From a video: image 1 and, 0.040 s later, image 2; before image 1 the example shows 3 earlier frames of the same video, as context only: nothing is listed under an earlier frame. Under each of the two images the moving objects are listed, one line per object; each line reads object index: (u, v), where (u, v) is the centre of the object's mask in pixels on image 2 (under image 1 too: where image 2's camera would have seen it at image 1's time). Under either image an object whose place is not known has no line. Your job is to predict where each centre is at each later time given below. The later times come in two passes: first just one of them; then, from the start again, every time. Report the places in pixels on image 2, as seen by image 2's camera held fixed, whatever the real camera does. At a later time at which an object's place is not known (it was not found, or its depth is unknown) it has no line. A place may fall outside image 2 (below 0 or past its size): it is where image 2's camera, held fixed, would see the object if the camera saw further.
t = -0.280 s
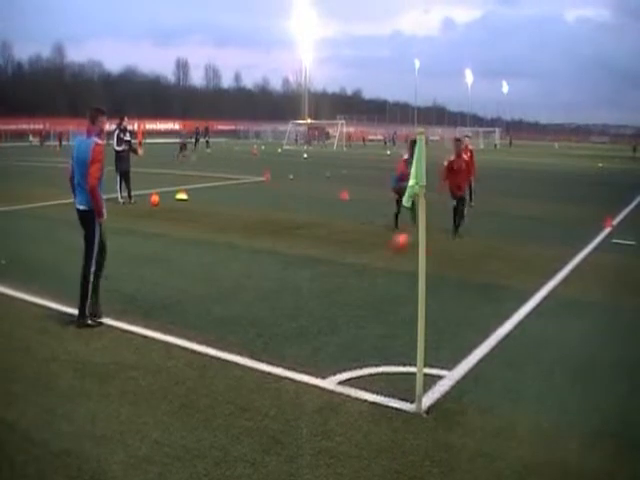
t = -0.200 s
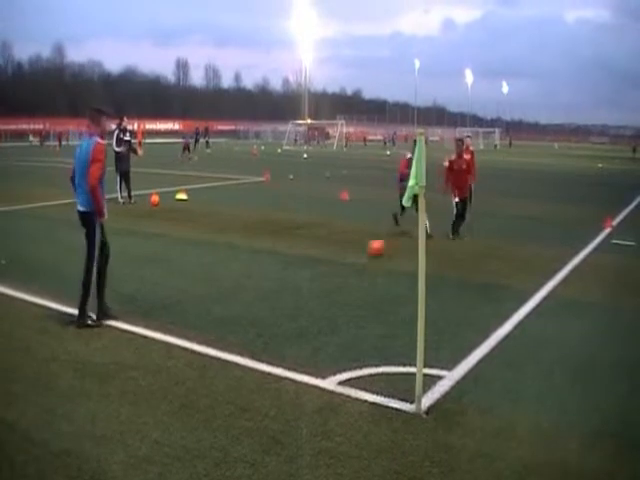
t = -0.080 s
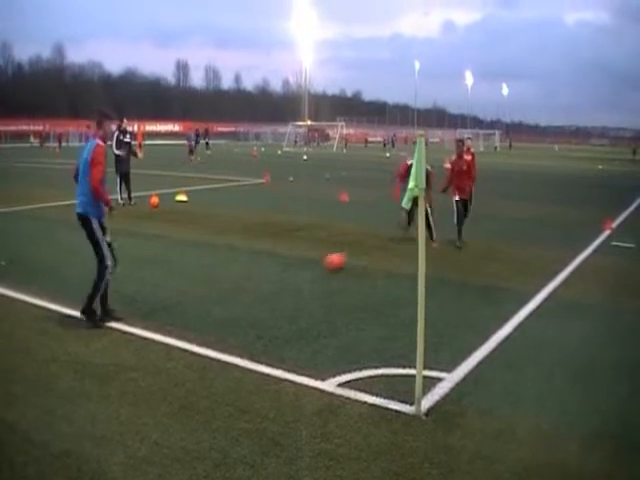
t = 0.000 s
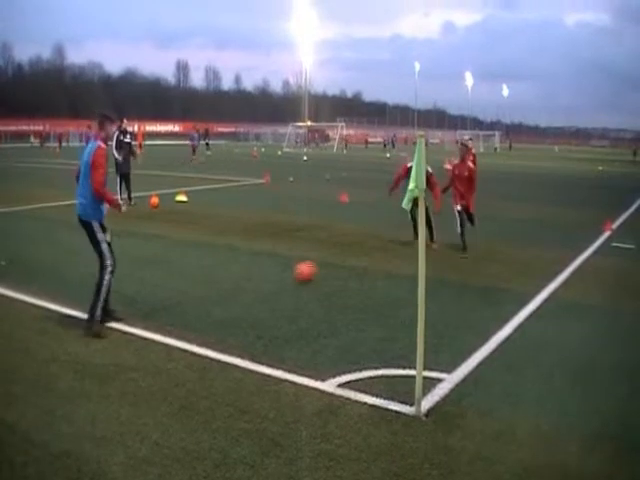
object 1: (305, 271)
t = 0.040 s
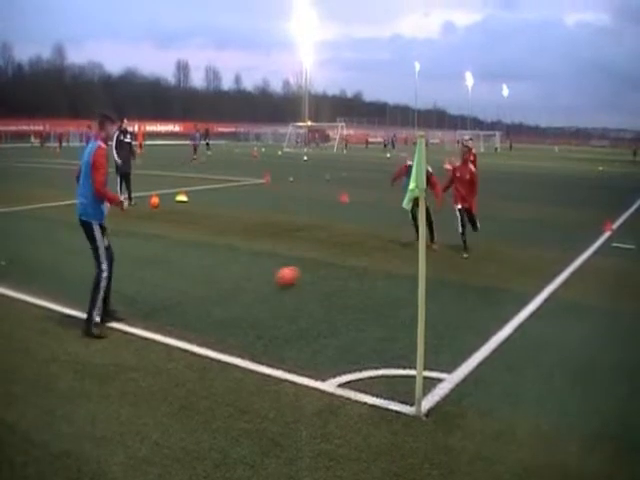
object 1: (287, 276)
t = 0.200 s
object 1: (212, 298)
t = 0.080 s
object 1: (270, 281)
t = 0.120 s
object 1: (253, 286)
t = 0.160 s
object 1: (231, 292)
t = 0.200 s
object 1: (212, 298)
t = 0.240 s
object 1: (190, 304)
